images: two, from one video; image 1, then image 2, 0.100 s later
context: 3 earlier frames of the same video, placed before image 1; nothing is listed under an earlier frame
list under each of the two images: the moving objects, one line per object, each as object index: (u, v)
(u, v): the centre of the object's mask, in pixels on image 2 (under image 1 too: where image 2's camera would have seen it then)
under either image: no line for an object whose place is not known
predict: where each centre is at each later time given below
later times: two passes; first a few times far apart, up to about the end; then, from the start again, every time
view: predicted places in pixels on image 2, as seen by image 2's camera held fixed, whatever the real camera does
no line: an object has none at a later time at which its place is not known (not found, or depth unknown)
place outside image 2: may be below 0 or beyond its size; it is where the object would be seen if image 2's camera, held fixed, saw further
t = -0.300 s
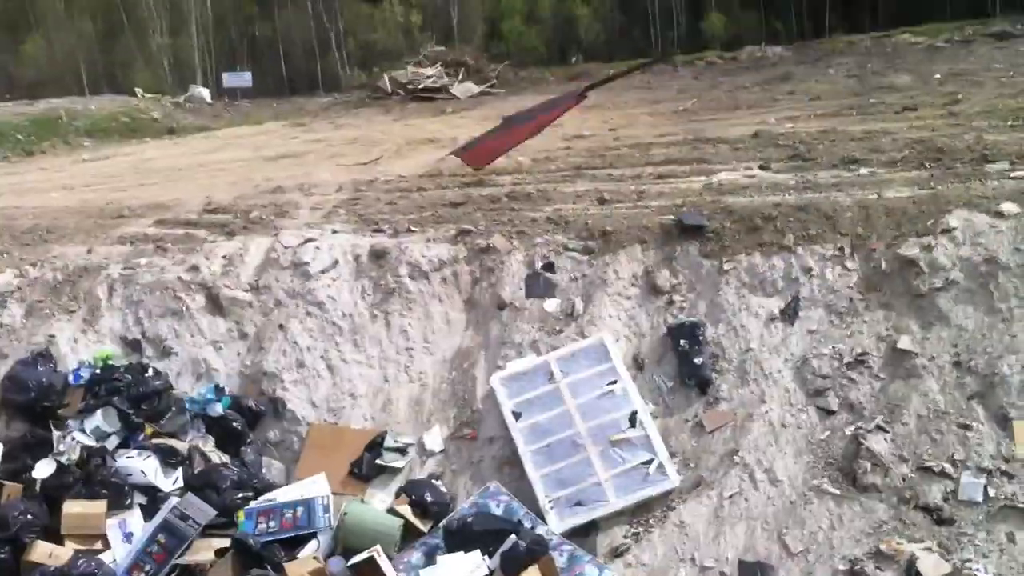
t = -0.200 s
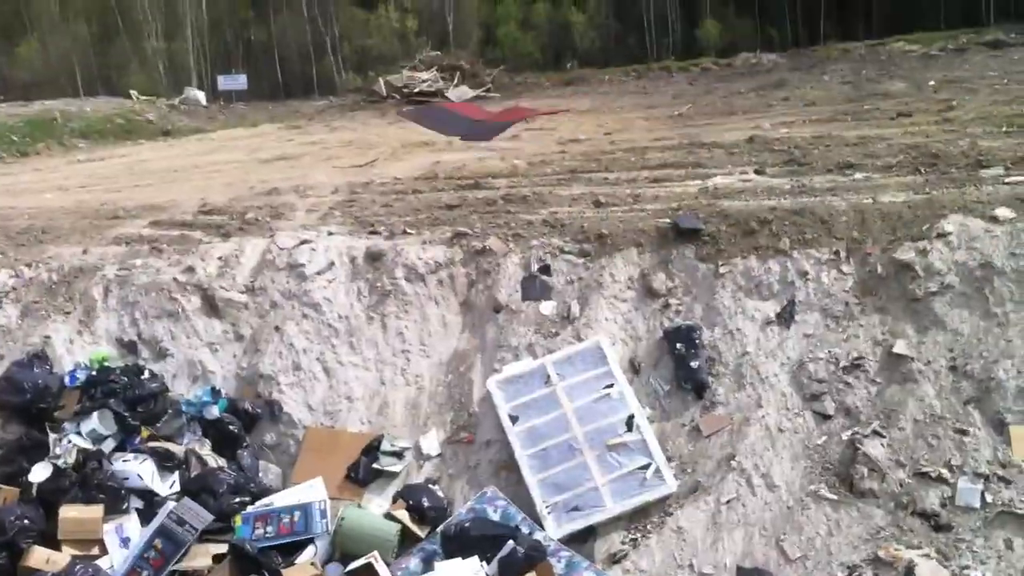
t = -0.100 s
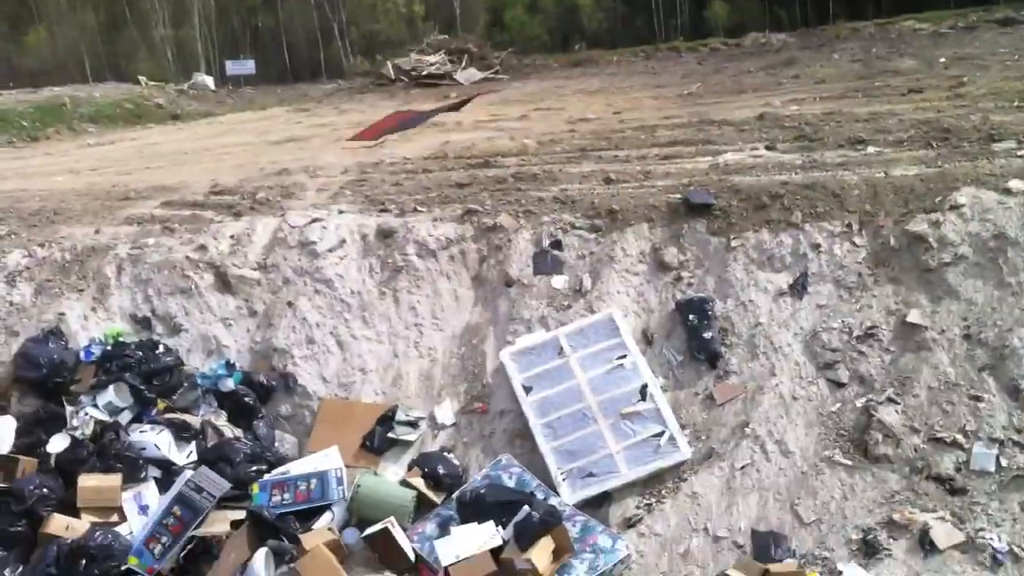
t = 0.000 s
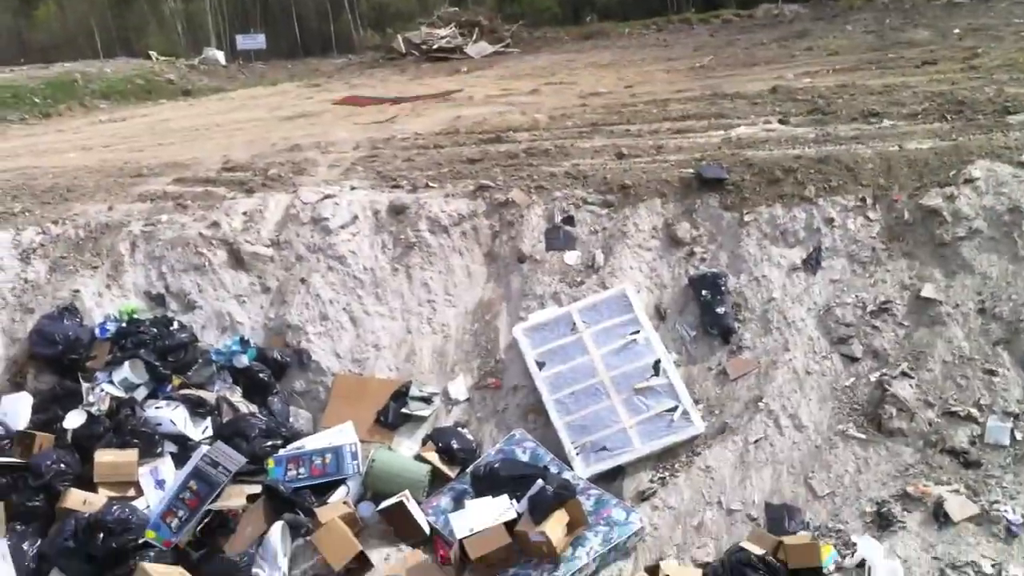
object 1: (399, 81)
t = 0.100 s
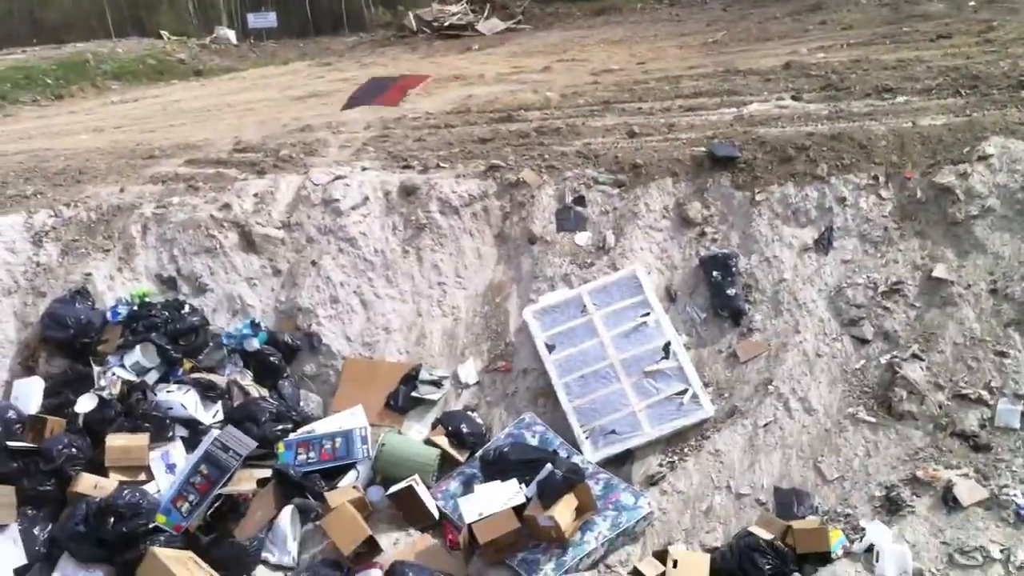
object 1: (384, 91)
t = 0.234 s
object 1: (365, 101)
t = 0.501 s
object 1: (337, 111)
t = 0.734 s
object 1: (328, 151)
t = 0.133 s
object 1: (377, 96)
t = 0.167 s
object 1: (375, 93)
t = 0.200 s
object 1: (377, 93)
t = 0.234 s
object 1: (365, 101)
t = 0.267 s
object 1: (353, 108)
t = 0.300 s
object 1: (351, 117)
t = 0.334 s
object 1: (349, 117)
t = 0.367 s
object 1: (345, 121)
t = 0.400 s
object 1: (347, 123)
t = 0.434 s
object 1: (339, 120)
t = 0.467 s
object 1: (337, 115)
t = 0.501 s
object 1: (337, 111)
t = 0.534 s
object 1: (339, 116)
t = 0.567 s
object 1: (337, 113)
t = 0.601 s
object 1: (334, 117)
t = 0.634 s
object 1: (329, 121)
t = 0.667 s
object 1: (326, 128)
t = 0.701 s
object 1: (327, 139)
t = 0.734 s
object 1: (328, 151)
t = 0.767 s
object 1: (331, 158)
